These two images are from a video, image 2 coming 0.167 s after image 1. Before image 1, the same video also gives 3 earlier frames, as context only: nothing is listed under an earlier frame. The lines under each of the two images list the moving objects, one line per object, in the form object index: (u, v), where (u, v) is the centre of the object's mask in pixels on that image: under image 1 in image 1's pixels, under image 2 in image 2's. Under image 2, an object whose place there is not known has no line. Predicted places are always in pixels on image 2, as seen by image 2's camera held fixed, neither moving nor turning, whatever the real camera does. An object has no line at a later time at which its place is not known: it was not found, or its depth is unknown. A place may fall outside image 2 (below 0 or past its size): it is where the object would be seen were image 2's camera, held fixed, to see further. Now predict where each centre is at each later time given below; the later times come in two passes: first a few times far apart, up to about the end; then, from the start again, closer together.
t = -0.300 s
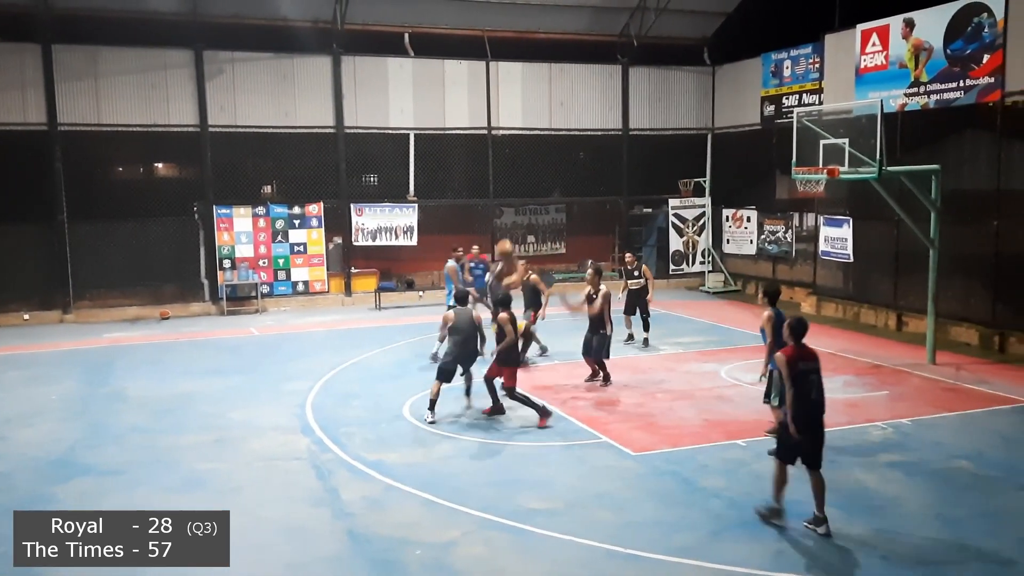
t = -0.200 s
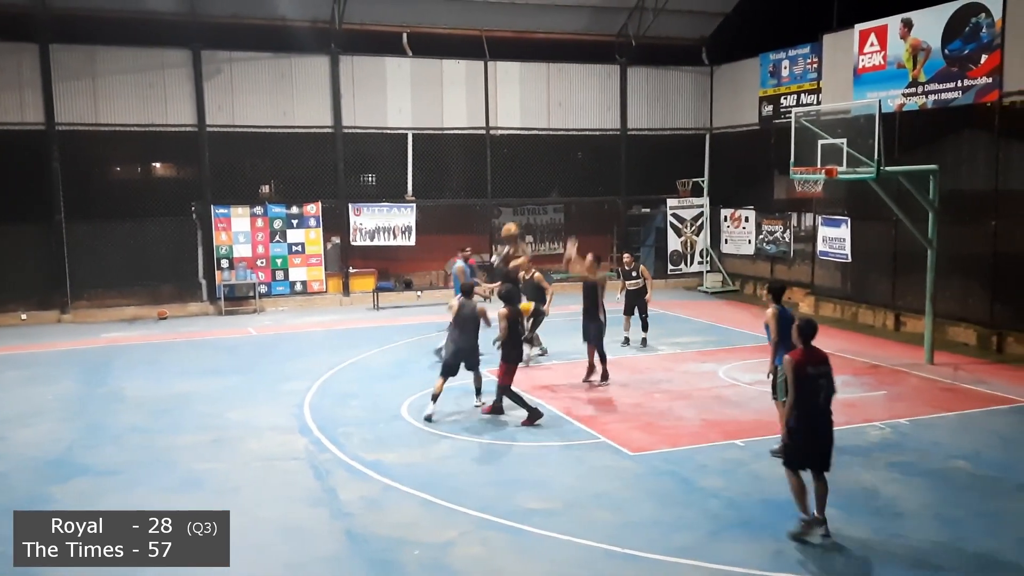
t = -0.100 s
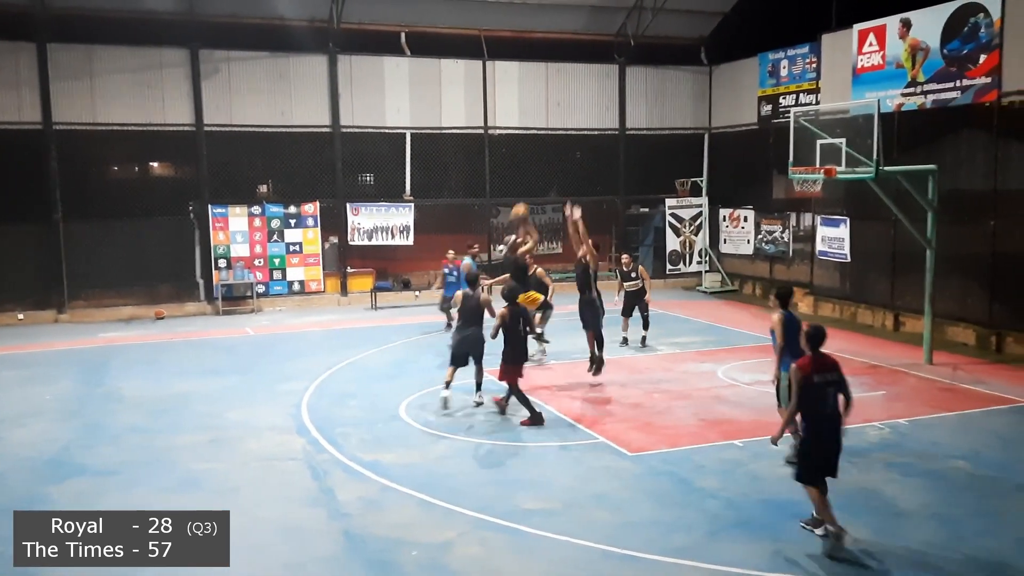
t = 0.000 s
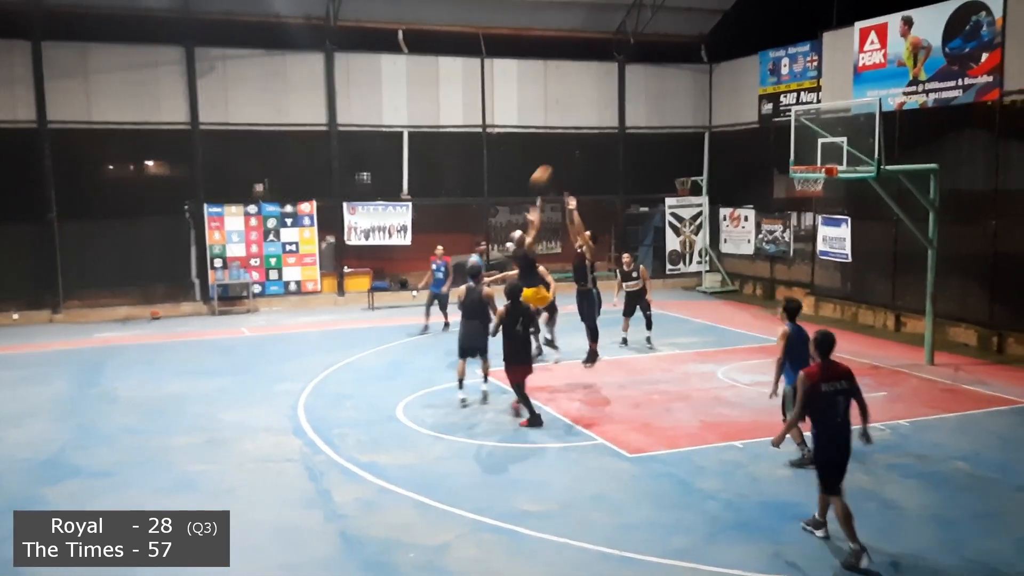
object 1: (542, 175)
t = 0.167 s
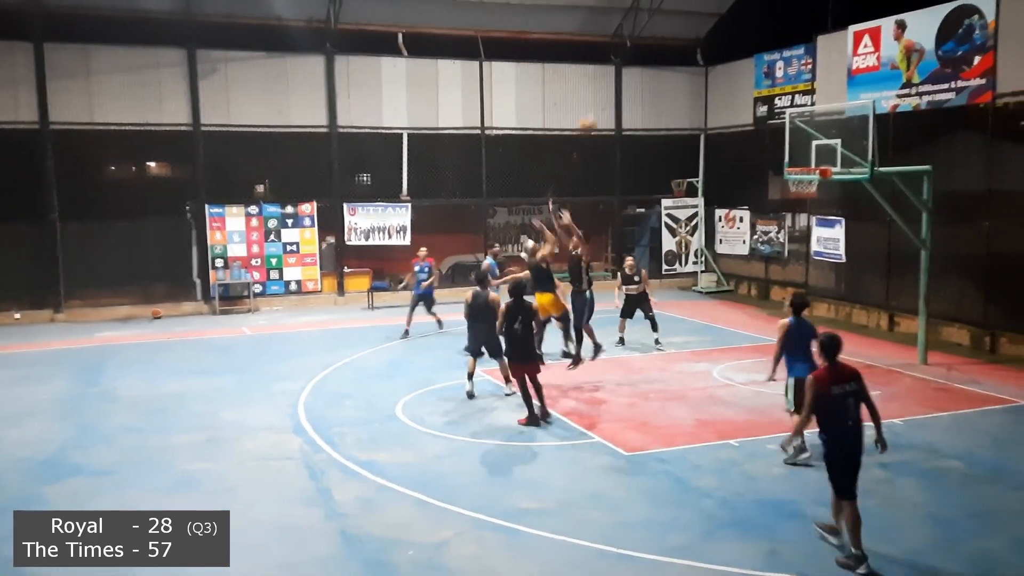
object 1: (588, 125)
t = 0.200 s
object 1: (596, 117)
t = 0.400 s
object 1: (650, 86)
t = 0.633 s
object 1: (711, 86)
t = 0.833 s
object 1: (762, 115)
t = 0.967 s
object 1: (792, 149)
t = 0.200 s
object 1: (596, 117)
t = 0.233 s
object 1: (605, 110)
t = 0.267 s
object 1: (614, 103)
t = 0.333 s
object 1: (631, 94)
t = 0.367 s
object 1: (641, 90)
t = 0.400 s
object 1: (650, 86)
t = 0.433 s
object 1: (658, 85)
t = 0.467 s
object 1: (668, 82)
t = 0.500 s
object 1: (677, 82)
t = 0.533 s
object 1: (685, 82)
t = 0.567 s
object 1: (695, 83)
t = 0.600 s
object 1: (703, 84)
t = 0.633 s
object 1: (711, 86)
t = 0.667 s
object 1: (720, 89)
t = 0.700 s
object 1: (728, 93)
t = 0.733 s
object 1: (737, 98)
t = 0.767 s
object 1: (744, 103)
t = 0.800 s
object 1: (752, 109)
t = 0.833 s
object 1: (762, 115)
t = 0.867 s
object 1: (768, 124)
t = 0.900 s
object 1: (777, 131)
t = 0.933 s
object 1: (784, 140)
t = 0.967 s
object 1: (792, 149)
